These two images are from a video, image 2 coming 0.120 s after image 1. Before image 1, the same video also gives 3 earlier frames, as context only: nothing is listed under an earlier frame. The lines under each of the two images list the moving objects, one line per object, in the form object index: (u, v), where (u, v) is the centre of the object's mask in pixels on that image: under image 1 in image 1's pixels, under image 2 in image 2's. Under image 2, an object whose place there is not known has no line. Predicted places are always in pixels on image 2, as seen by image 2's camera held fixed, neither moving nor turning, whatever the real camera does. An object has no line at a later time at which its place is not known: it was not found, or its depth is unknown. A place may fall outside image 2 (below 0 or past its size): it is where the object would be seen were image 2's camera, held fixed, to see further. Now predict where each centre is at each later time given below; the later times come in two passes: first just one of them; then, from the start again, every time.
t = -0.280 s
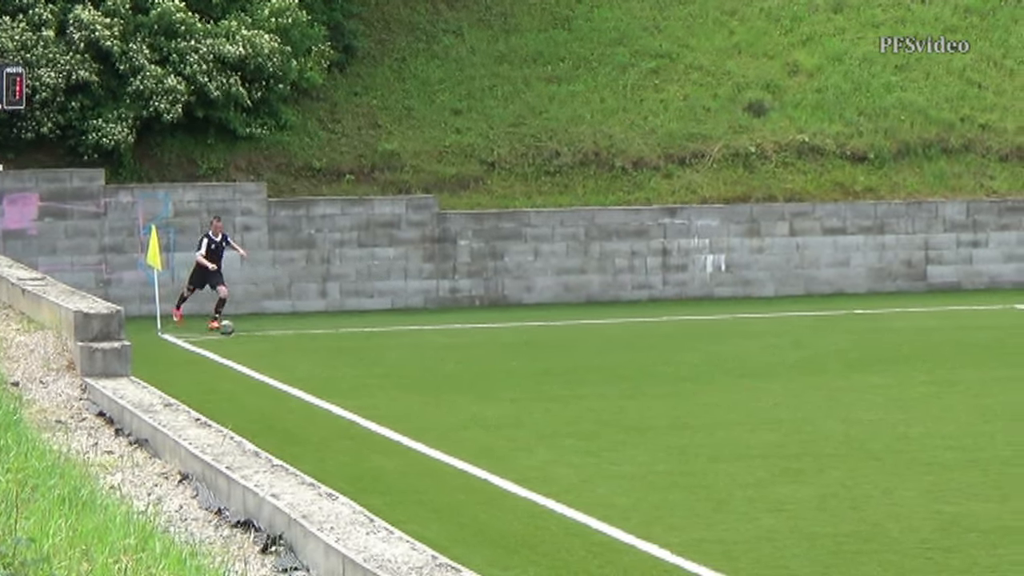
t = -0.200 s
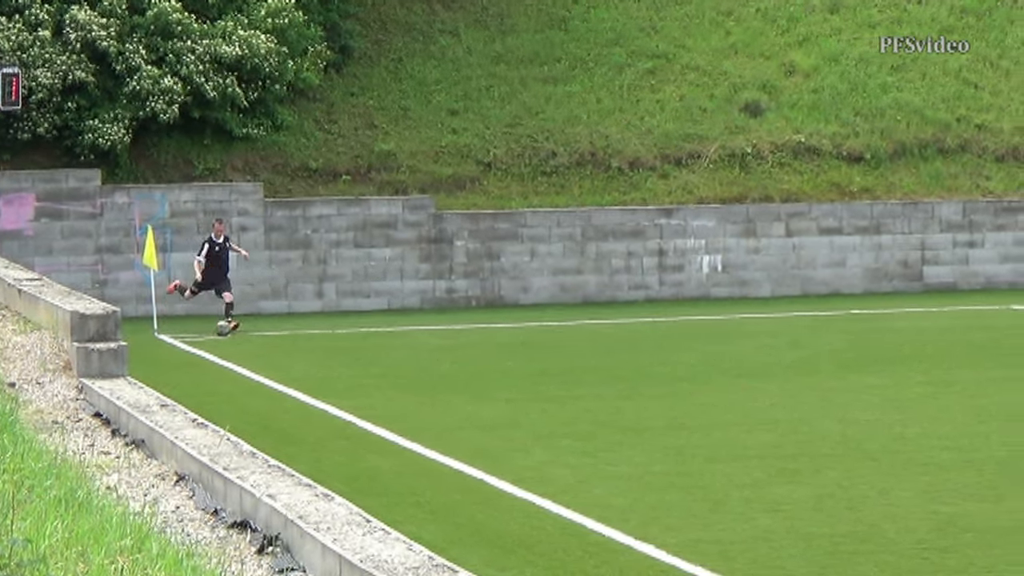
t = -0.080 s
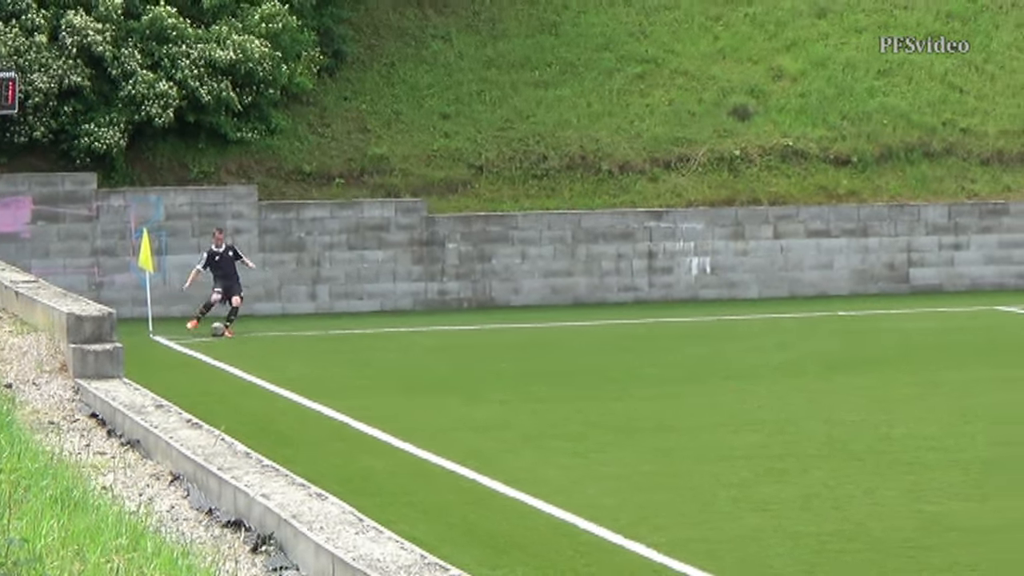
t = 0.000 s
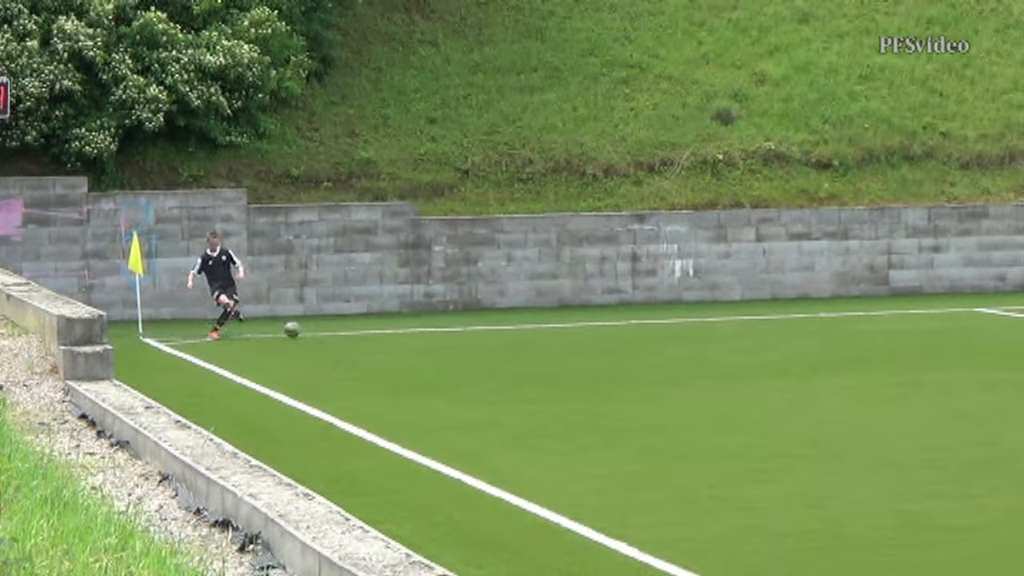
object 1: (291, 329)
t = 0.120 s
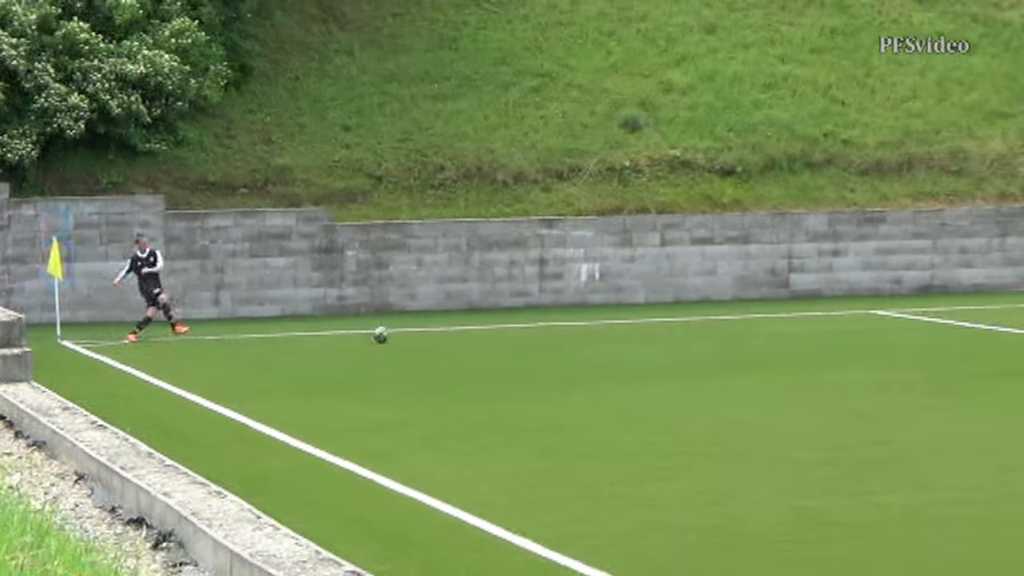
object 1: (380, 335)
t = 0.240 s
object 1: (547, 334)
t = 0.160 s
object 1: (438, 336)
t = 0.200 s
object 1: (492, 335)
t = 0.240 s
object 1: (547, 334)
